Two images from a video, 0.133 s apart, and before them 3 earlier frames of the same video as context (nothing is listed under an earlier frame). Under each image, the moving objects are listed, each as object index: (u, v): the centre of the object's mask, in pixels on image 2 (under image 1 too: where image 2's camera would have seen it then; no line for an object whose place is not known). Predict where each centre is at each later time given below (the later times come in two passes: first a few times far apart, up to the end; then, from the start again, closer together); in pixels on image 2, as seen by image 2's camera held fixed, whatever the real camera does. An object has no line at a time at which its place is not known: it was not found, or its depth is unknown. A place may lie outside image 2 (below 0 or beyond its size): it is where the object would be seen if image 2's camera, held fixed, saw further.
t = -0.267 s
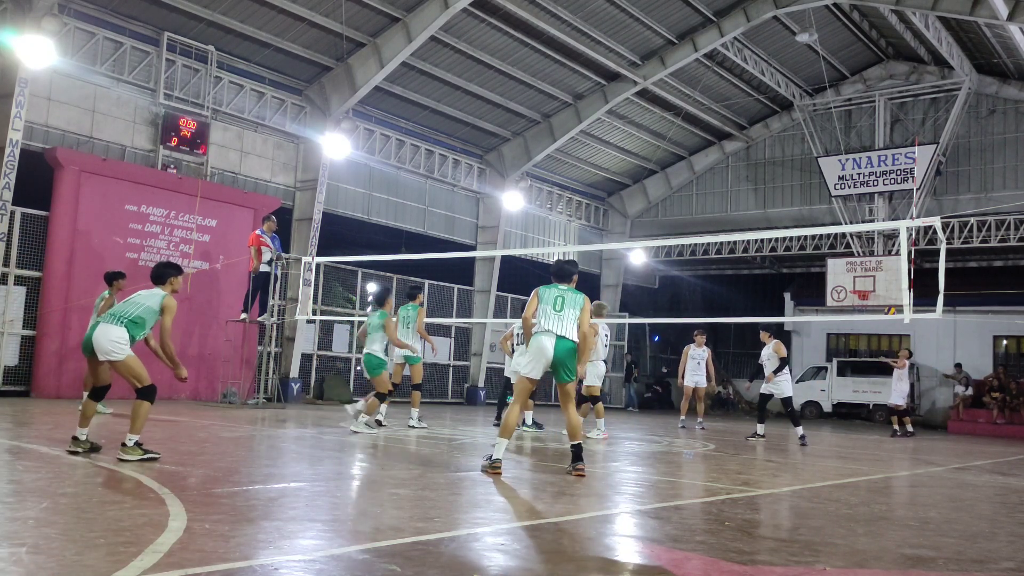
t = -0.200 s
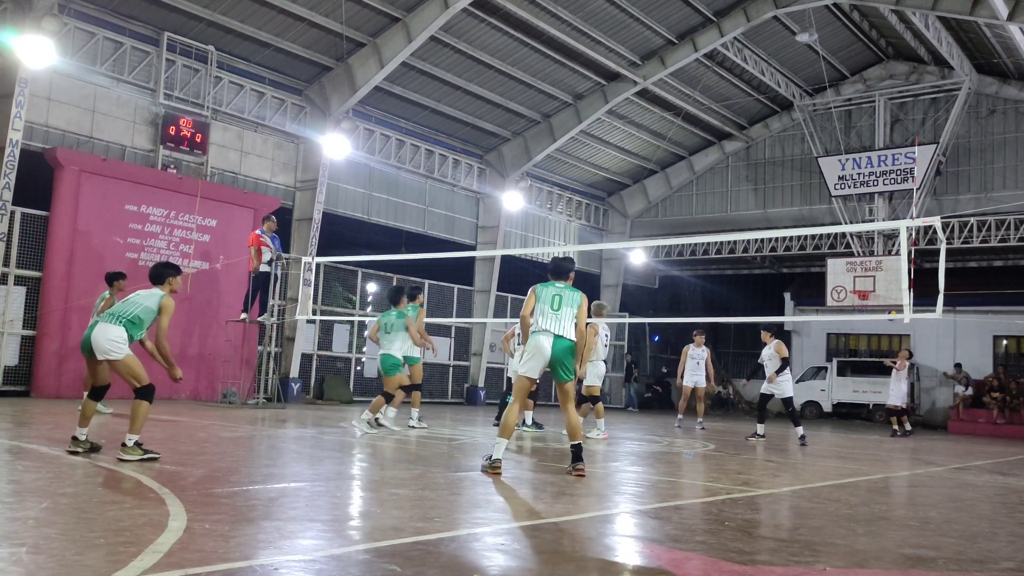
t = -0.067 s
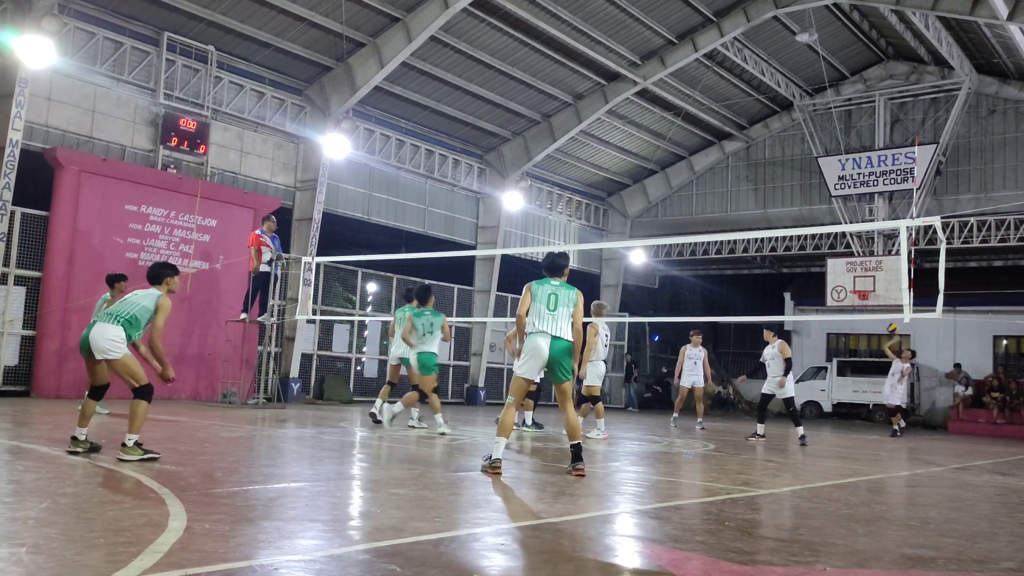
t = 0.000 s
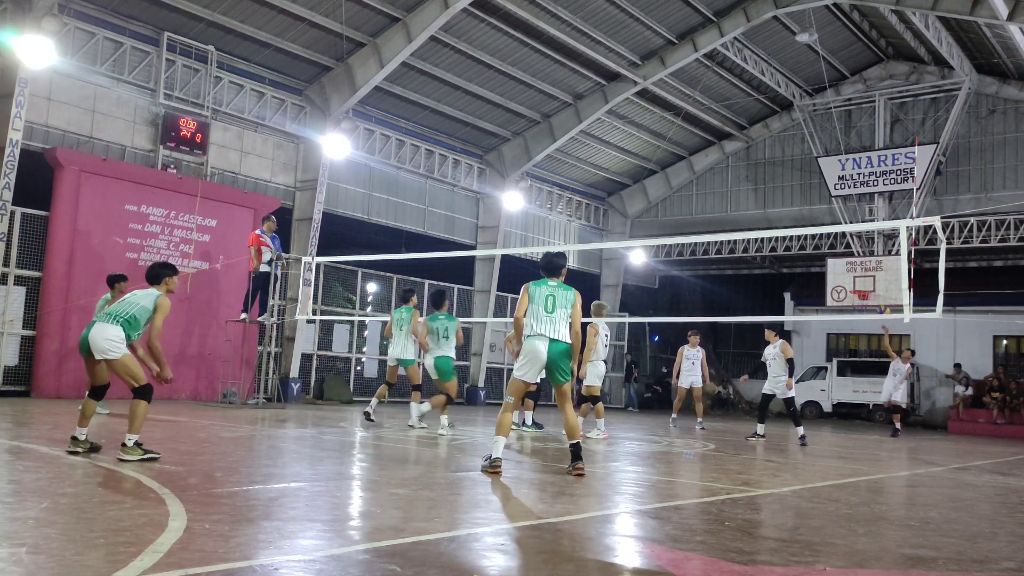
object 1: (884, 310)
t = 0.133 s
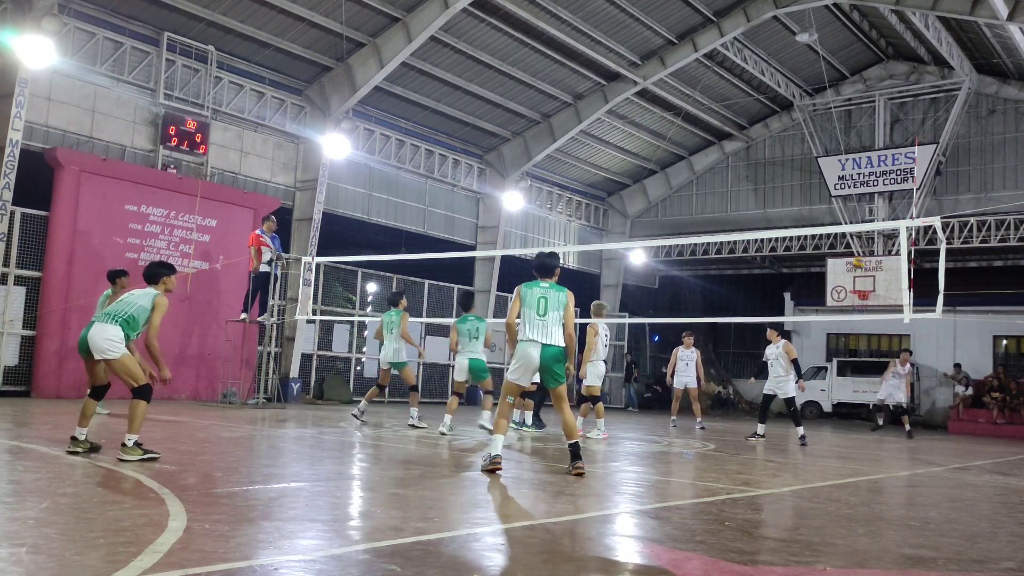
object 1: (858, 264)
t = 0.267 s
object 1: (832, 220)
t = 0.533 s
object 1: (769, 152)
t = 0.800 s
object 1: (688, 124)
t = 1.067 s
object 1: (580, 154)
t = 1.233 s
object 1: (491, 220)
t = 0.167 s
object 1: (852, 251)
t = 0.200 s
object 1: (846, 240)
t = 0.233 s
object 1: (841, 235)
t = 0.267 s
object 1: (832, 220)
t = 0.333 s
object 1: (817, 200)
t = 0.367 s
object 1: (809, 190)
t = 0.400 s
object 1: (801, 182)
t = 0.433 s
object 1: (794, 173)
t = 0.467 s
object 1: (785, 165)
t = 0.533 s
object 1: (769, 152)
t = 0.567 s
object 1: (760, 146)
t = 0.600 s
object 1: (751, 140)
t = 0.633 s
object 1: (742, 136)
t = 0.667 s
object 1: (731, 132)
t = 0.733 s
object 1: (710, 126)
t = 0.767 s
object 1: (699, 124)
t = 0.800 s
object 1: (688, 124)
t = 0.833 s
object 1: (676, 124)
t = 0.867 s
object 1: (664, 124)
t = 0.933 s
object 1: (639, 129)
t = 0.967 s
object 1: (626, 133)
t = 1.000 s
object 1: (611, 139)
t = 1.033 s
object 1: (597, 145)
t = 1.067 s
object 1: (580, 154)
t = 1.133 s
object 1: (547, 175)
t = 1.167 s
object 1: (531, 187)
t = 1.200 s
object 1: (512, 203)
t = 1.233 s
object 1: (491, 220)
